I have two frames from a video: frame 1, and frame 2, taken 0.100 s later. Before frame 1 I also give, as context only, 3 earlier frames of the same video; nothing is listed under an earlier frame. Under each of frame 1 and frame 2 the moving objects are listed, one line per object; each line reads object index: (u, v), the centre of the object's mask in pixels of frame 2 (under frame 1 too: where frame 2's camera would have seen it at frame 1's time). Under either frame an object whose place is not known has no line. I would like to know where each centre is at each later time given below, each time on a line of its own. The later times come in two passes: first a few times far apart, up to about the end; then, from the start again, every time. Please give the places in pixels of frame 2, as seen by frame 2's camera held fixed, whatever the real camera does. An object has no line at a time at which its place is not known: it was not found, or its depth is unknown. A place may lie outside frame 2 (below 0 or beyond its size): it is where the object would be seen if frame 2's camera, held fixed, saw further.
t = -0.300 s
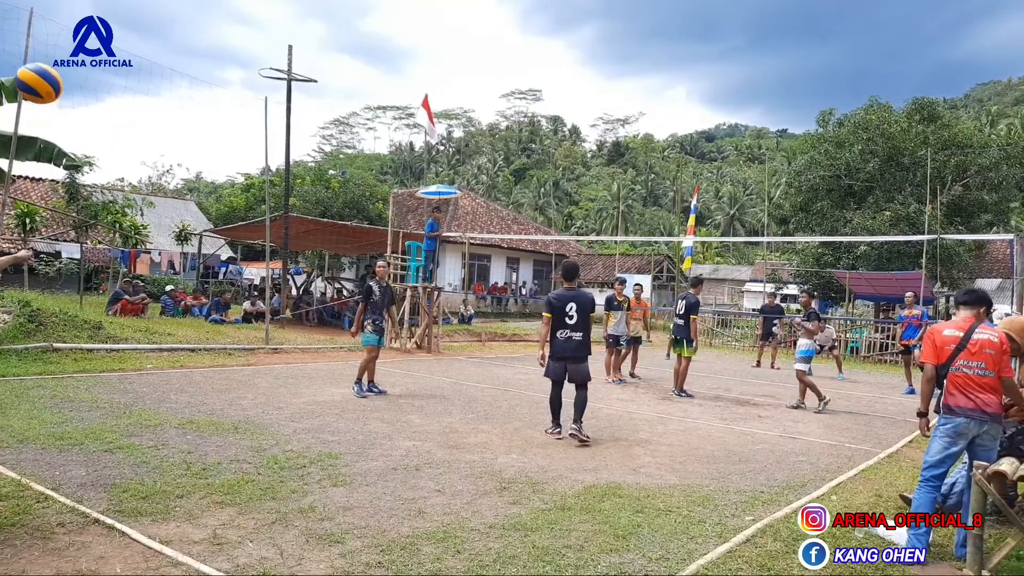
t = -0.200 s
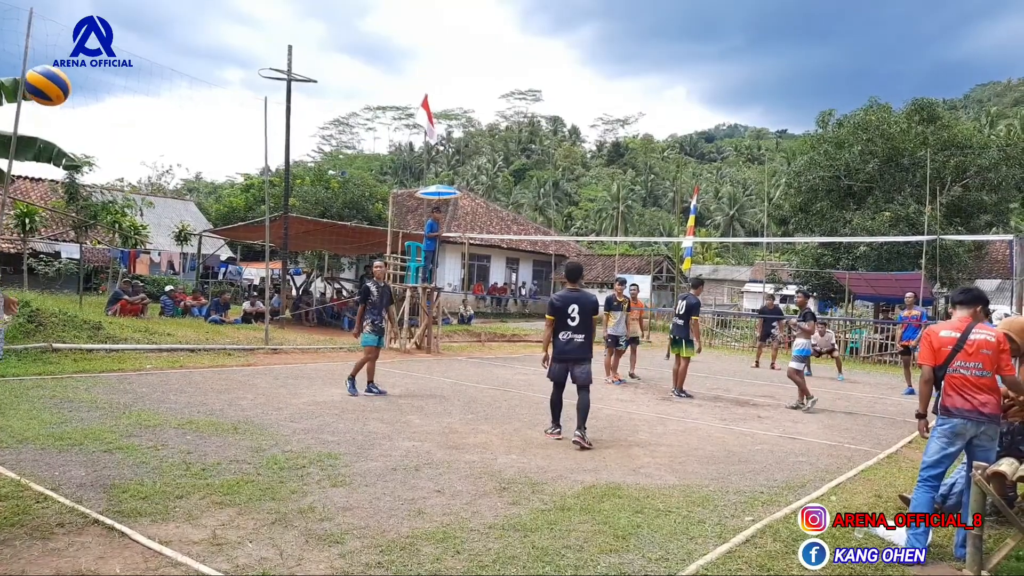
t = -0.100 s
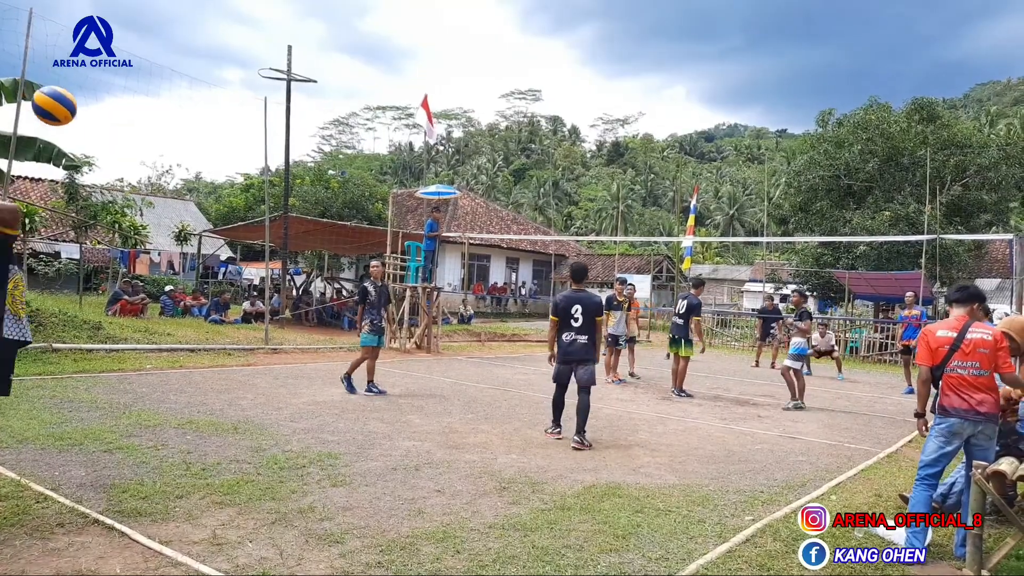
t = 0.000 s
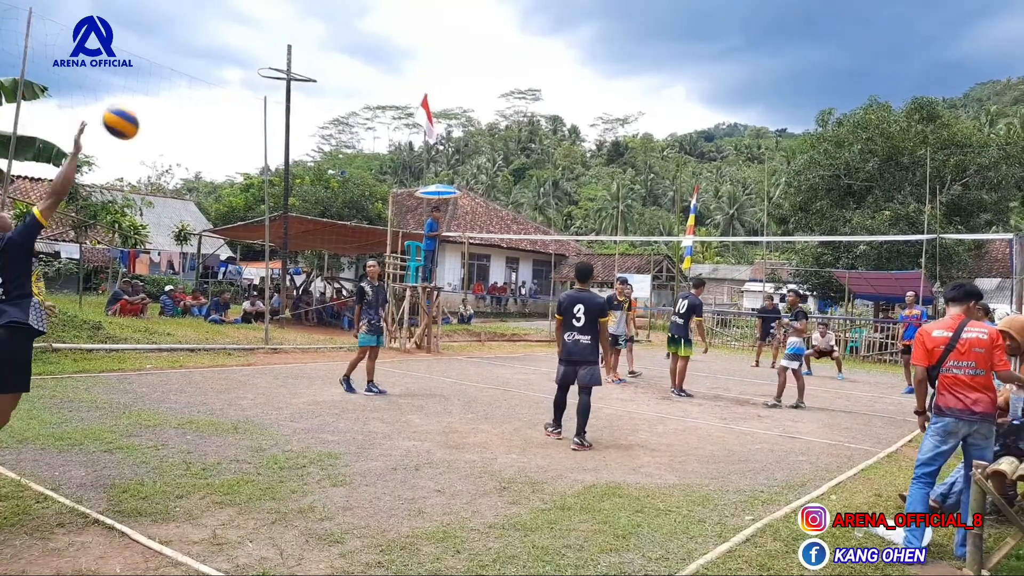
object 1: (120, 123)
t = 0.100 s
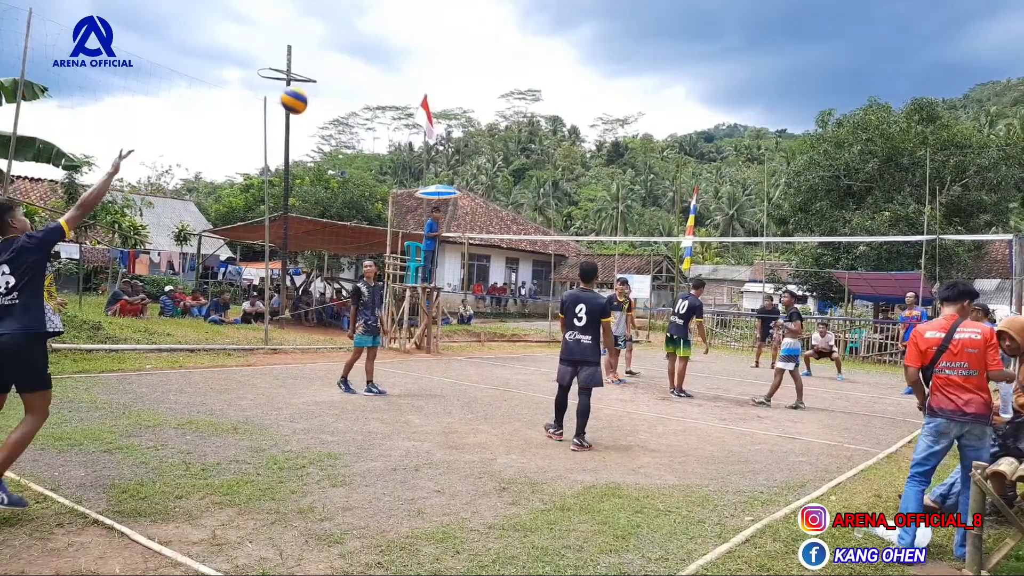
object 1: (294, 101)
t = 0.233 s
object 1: (430, 96)
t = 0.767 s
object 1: (628, 186)
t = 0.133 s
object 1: (336, 98)
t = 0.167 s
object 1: (372, 96)
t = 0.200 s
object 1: (403, 96)
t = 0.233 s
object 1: (430, 96)
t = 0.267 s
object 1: (454, 99)
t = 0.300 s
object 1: (475, 101)
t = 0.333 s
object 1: (494, 105)
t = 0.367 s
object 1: (511, 110)
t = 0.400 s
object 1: (526, 115)
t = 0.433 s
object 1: (539, 120)
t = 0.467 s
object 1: (551, 125)
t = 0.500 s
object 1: (563, 130)
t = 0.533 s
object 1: (573, 136)
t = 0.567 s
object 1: (583, 142)
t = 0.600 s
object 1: (592, 150)
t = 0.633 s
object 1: (600, 156)
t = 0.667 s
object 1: (607, 163)
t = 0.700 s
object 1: (615, 170)
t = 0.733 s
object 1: (621, 178)
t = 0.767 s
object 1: (628, 186)
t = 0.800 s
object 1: (633, 194)
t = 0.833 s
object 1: (638, 203)
